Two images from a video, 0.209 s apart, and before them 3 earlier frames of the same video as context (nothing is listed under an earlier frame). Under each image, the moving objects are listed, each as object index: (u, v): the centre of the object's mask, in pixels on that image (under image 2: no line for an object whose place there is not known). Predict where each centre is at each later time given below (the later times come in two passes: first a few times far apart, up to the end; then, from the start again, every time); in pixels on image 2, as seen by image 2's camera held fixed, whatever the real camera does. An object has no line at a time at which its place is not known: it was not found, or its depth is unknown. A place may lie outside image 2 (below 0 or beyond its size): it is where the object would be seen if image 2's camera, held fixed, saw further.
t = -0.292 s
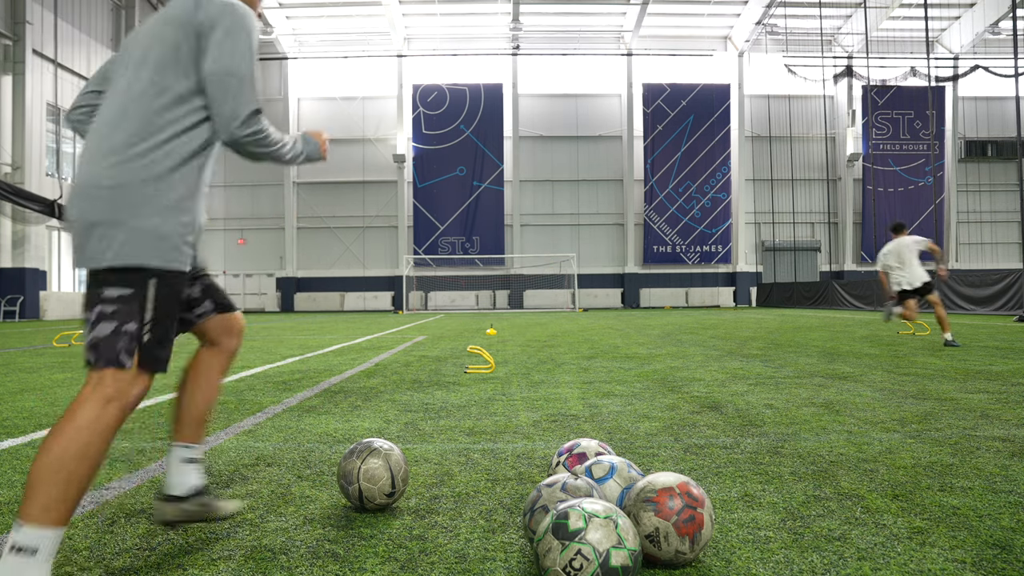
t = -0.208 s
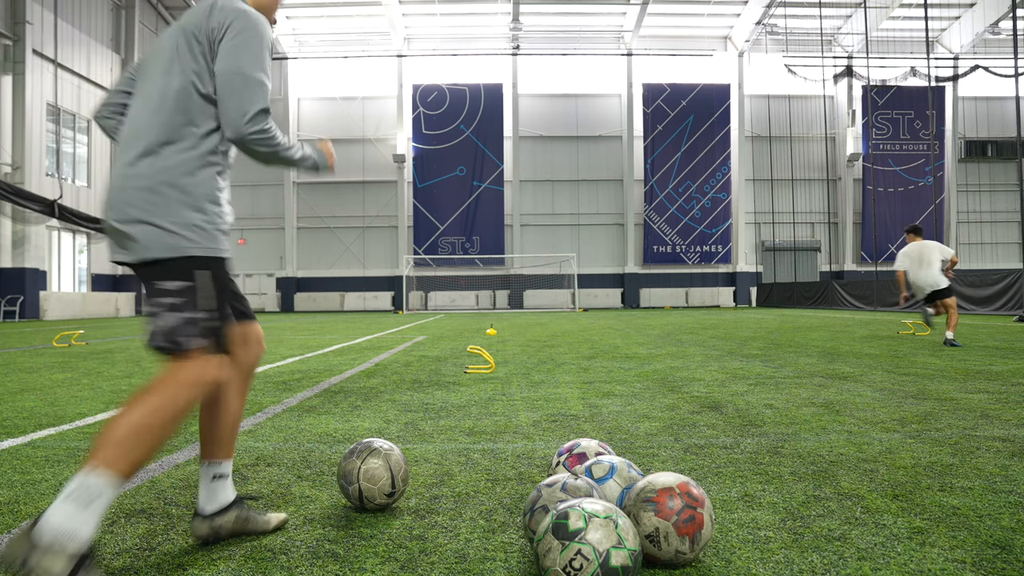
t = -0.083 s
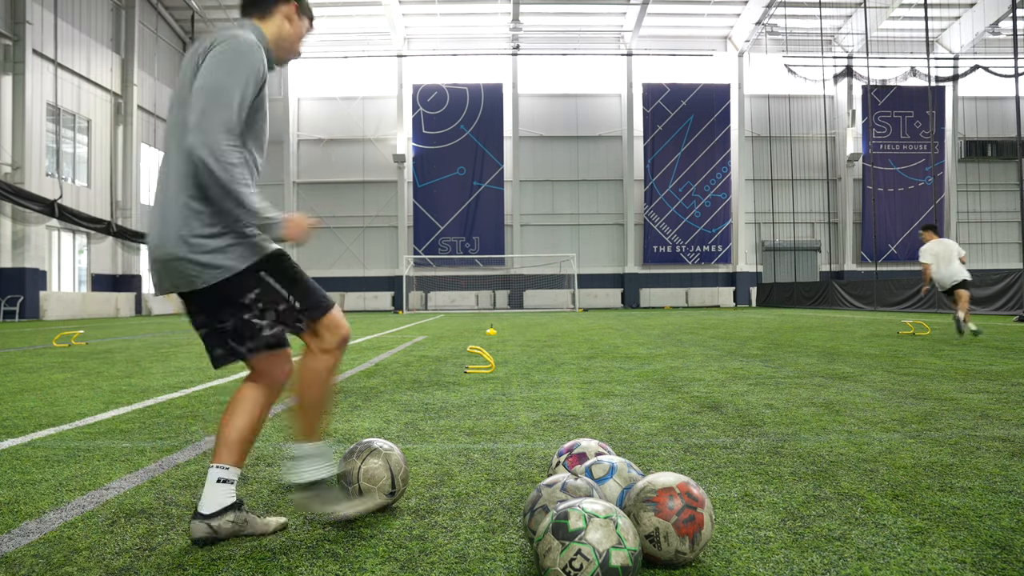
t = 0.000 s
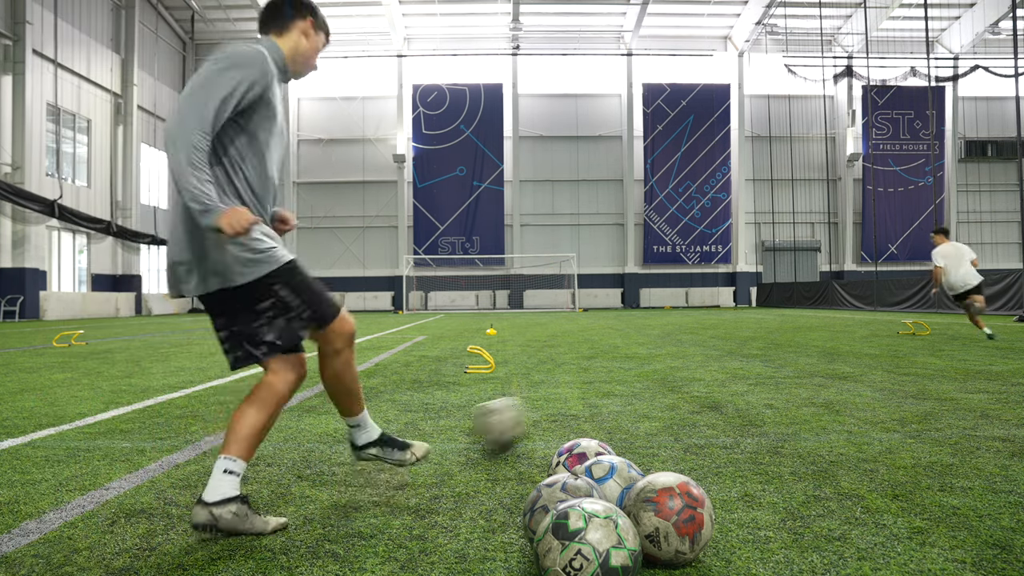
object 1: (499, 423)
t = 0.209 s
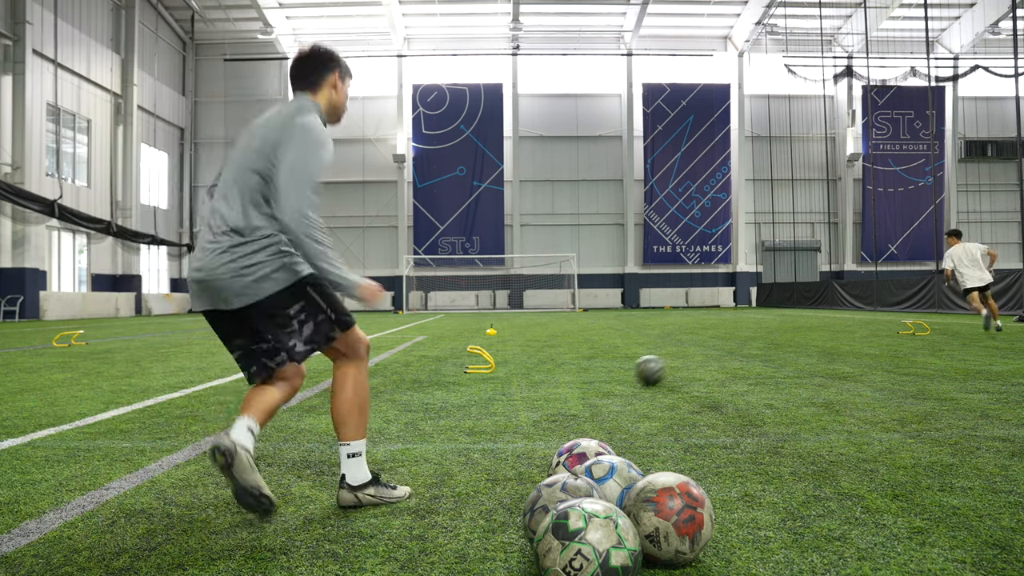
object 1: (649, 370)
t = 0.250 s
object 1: (664, 364)
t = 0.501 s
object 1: (715, 343)
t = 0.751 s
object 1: (738, 333)
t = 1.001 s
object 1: (751, 328)
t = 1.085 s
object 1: (755, 326)
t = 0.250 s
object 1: (664, 364)
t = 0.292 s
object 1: (676, 358)
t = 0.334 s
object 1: (686, 355)
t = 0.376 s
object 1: (695, 352)
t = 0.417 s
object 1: (702, 349)
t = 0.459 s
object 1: (708, 346)
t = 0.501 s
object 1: (715, 343)
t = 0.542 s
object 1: (720, 342)
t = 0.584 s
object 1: (725, 339)
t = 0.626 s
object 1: (728, 338)
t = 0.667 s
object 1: (732, 337)
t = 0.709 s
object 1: (735, 334)
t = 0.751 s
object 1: (738, 333)
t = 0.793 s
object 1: (741, 333)
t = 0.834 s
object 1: (743, 331)
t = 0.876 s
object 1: (745, 331)
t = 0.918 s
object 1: (748, 330)
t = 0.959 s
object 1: (749, 329)
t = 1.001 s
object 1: (751, 328)
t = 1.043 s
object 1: (753, 326)
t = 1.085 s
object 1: (755, 326)
